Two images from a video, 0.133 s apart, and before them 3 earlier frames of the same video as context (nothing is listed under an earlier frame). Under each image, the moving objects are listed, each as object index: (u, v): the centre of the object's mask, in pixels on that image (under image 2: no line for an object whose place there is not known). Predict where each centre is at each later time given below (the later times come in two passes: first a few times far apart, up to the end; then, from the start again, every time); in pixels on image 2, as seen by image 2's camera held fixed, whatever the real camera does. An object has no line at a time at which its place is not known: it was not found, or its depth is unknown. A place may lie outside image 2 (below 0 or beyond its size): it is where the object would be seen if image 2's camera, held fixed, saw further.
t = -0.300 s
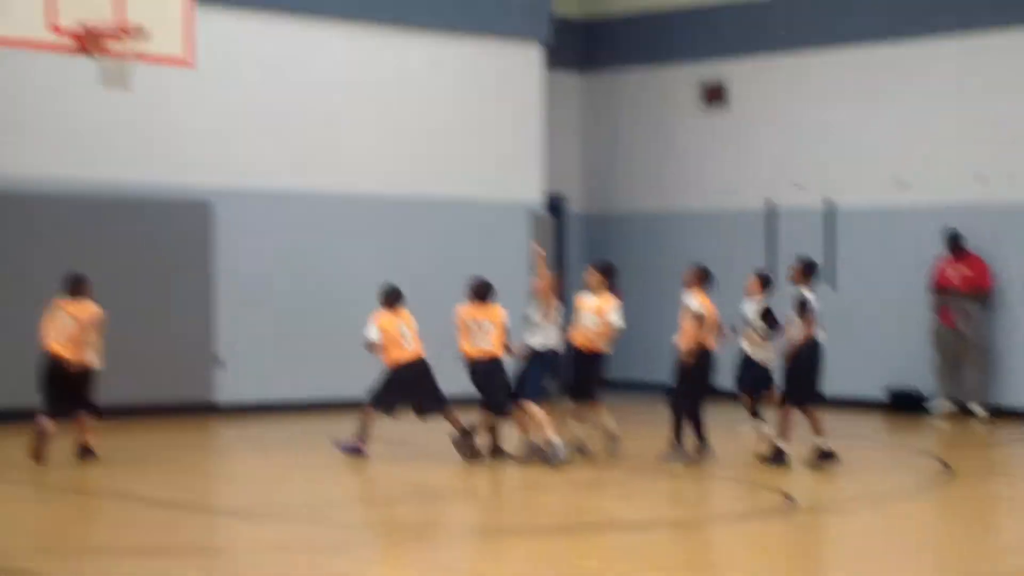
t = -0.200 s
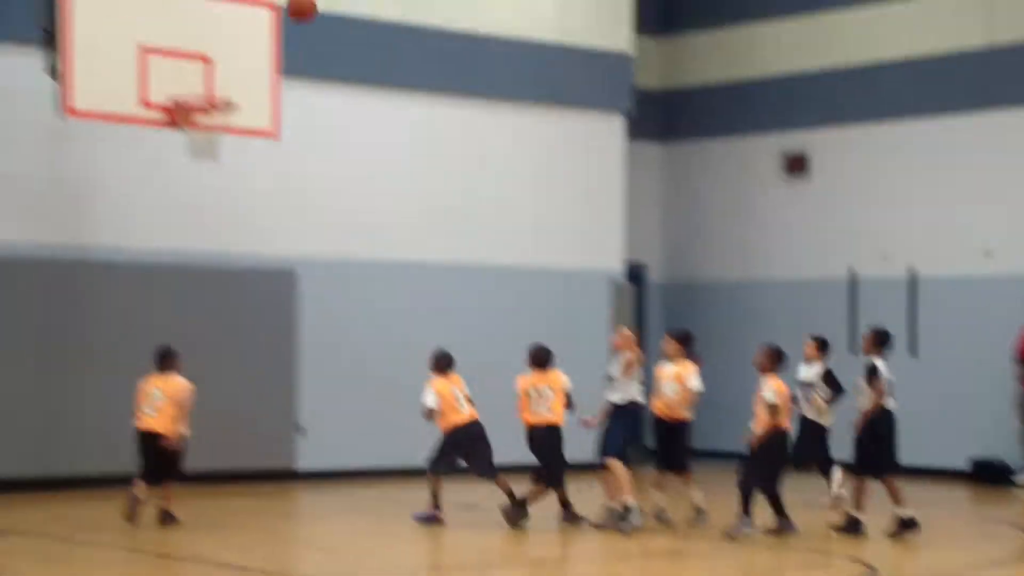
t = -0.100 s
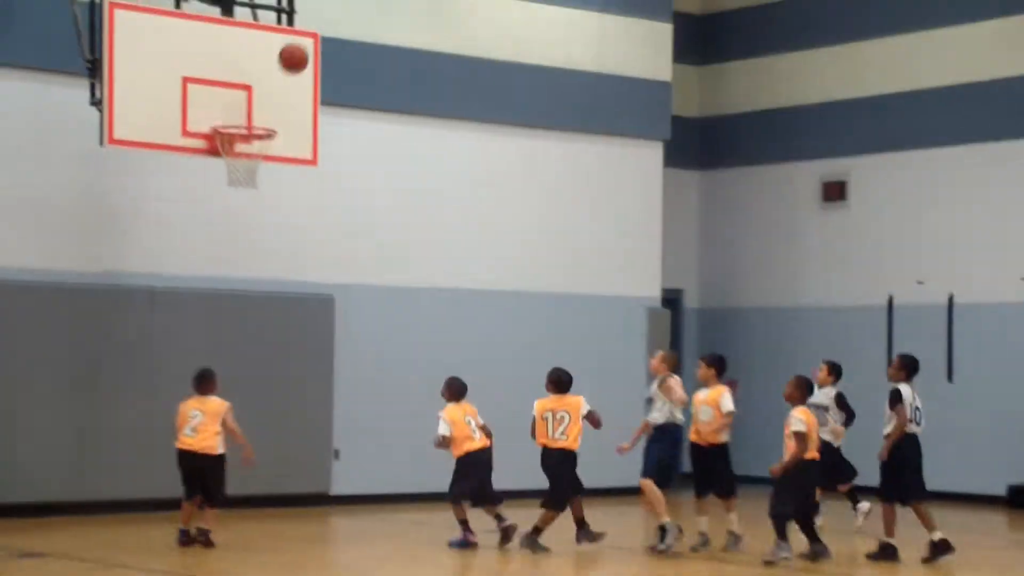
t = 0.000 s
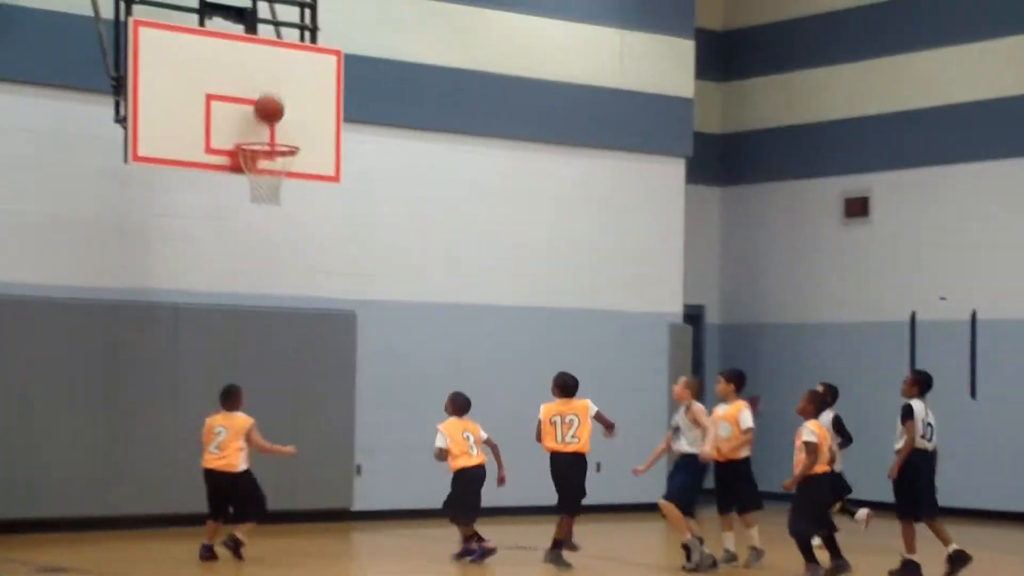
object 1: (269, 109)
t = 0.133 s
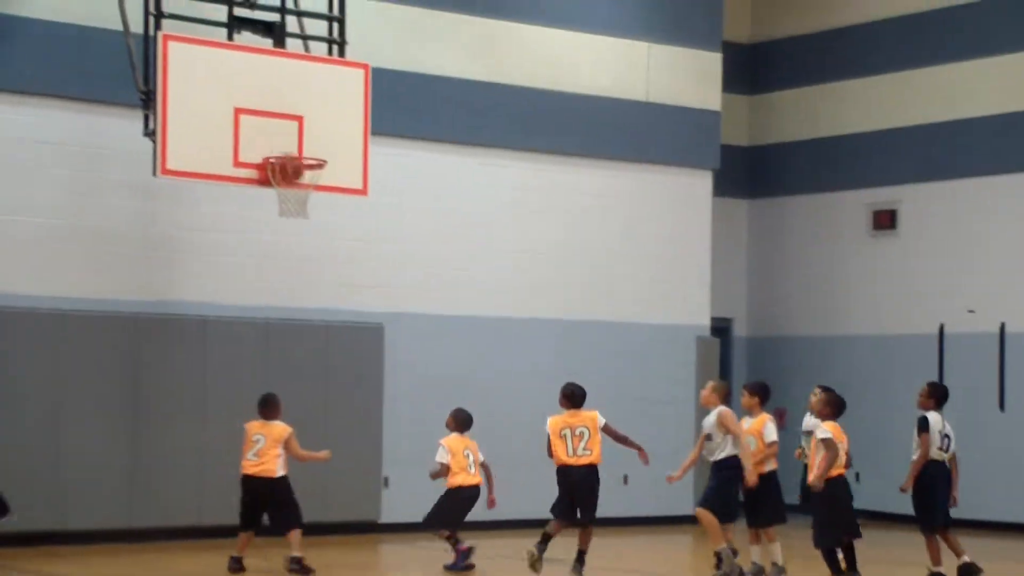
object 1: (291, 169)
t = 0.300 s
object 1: (307, 185)
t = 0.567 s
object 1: (306, 218)
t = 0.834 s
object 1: (290, 337)
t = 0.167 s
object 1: (291, 179)
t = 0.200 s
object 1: (297, 187)
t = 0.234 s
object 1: (299, 184)
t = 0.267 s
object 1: (304, 186)
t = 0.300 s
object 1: (307, 185)
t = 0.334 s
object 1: (309, 185)
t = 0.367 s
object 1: (309, 184)
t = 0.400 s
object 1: (310, 187)
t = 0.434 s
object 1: (310, 191)
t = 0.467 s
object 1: (310, 195)
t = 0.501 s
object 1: (309, 201)
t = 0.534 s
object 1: (308, 210)
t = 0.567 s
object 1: (306, 218)
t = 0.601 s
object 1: (304, 228)
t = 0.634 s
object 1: (303, 239)
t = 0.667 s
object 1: (300, 252)
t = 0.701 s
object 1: (298, 265)
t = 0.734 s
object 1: (296, 281)
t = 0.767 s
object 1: (295, 298)
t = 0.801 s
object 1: (292, 316)
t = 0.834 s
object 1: (290, 337)
